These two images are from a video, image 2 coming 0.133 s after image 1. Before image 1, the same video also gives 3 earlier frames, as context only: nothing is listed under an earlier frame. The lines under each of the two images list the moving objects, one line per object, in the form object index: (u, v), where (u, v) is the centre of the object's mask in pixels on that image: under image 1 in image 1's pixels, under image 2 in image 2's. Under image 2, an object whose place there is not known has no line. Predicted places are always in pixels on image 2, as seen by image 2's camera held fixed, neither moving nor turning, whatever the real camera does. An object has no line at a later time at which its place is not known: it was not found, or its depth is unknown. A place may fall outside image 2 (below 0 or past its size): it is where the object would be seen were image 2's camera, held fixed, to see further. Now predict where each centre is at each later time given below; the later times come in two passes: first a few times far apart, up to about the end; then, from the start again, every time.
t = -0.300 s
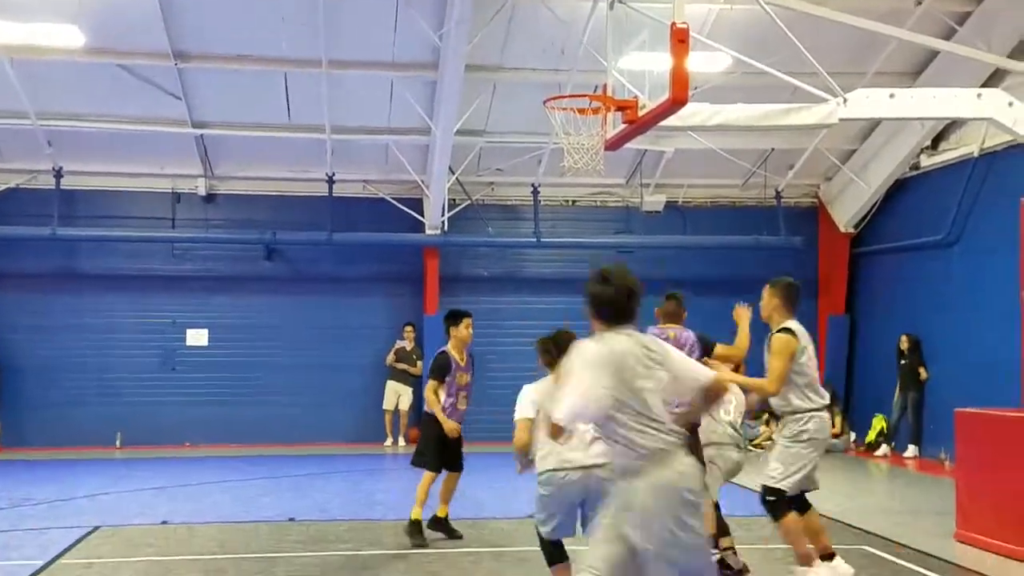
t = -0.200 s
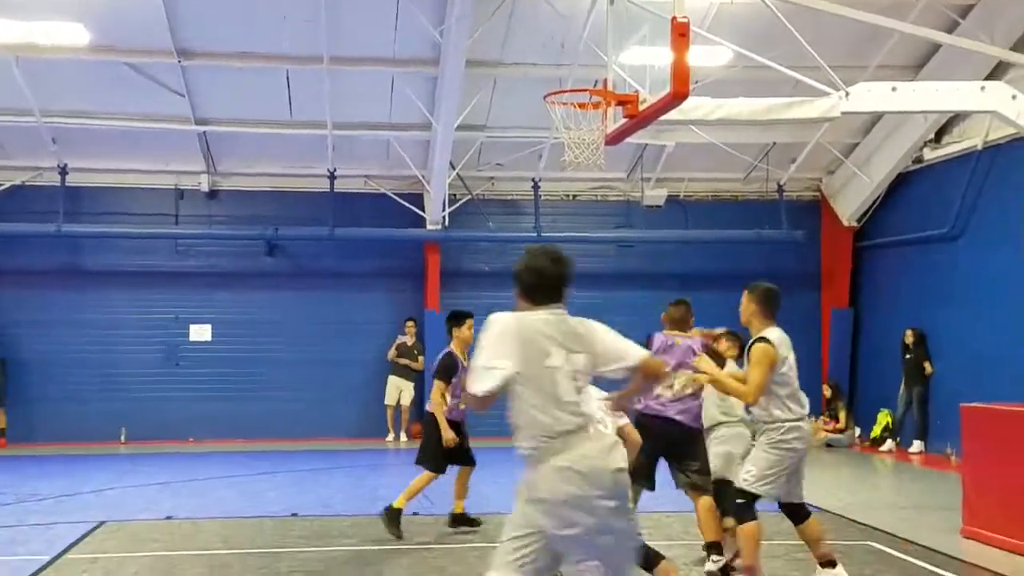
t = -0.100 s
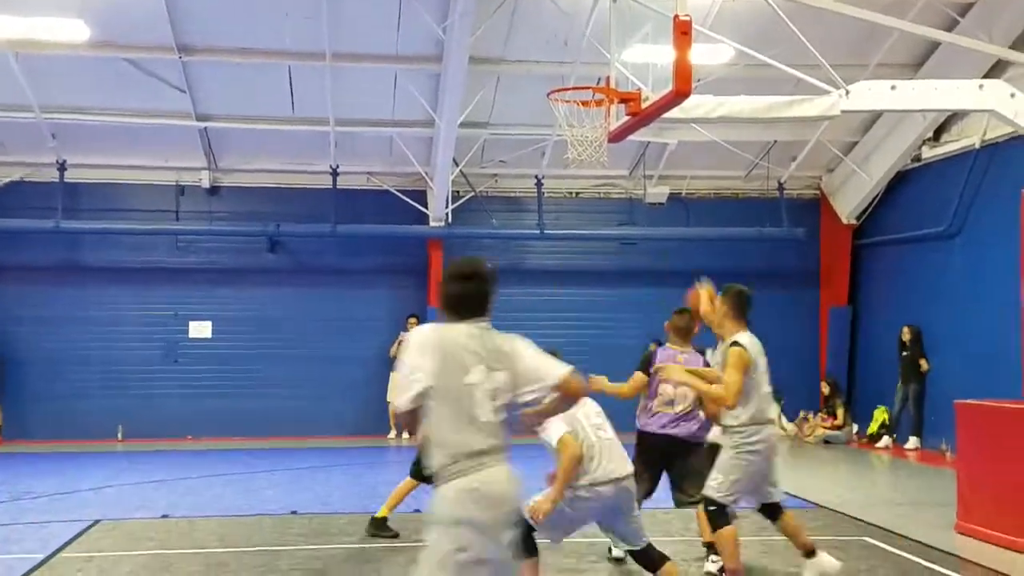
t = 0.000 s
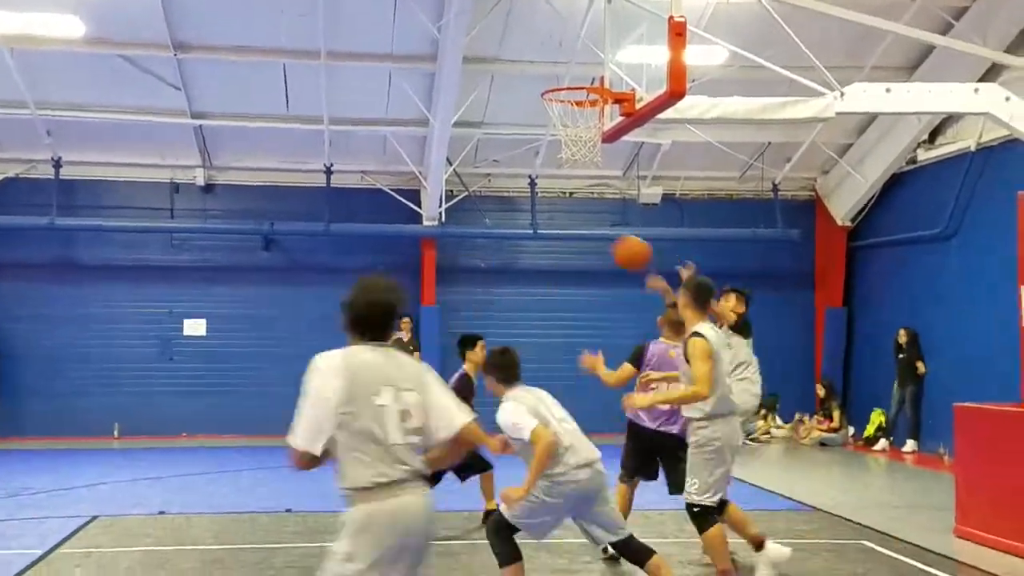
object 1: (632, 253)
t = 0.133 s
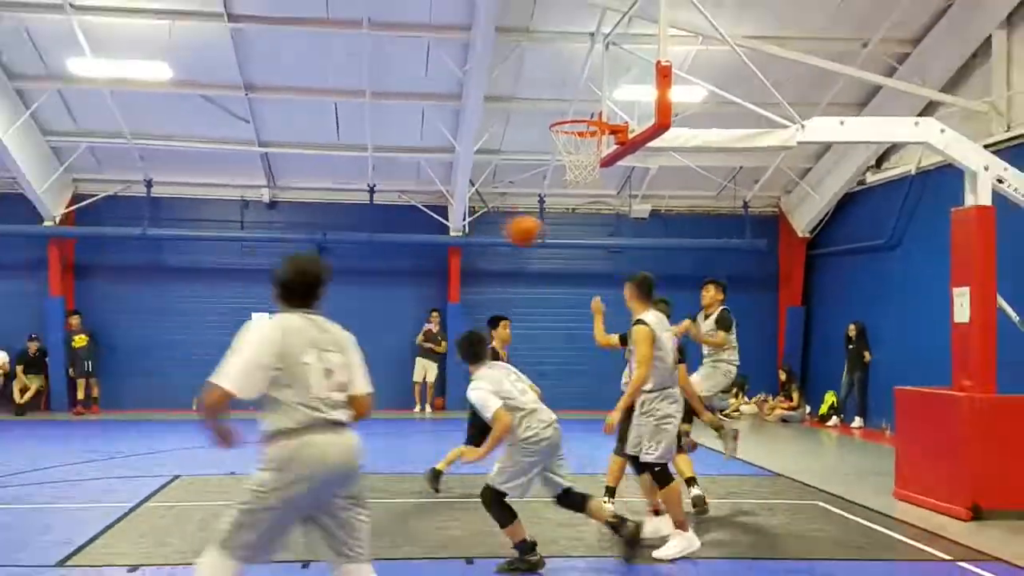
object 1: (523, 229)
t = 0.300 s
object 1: (372, 220)
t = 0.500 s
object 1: (135, 266)
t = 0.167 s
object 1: (495, 225)
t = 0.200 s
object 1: (470, 222)
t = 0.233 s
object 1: (434, 220)
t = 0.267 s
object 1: (405, 220)
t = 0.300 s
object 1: (372, 220)
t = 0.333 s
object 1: (337, 222)
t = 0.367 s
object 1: (301, 226)
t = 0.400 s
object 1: (263, 234)
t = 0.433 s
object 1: (222, 242)
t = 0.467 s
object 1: (178, 252)
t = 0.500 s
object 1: (135, 266)
